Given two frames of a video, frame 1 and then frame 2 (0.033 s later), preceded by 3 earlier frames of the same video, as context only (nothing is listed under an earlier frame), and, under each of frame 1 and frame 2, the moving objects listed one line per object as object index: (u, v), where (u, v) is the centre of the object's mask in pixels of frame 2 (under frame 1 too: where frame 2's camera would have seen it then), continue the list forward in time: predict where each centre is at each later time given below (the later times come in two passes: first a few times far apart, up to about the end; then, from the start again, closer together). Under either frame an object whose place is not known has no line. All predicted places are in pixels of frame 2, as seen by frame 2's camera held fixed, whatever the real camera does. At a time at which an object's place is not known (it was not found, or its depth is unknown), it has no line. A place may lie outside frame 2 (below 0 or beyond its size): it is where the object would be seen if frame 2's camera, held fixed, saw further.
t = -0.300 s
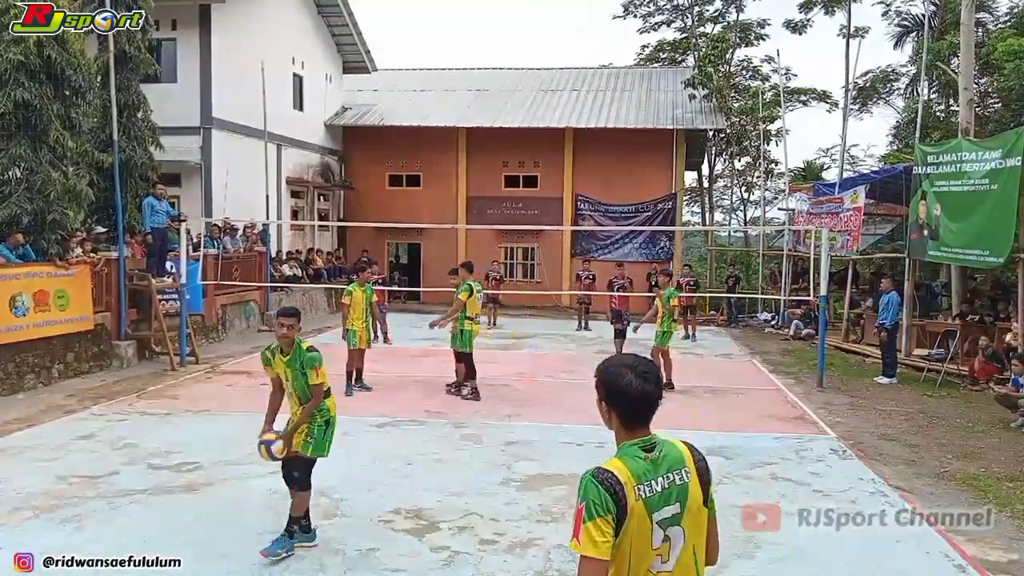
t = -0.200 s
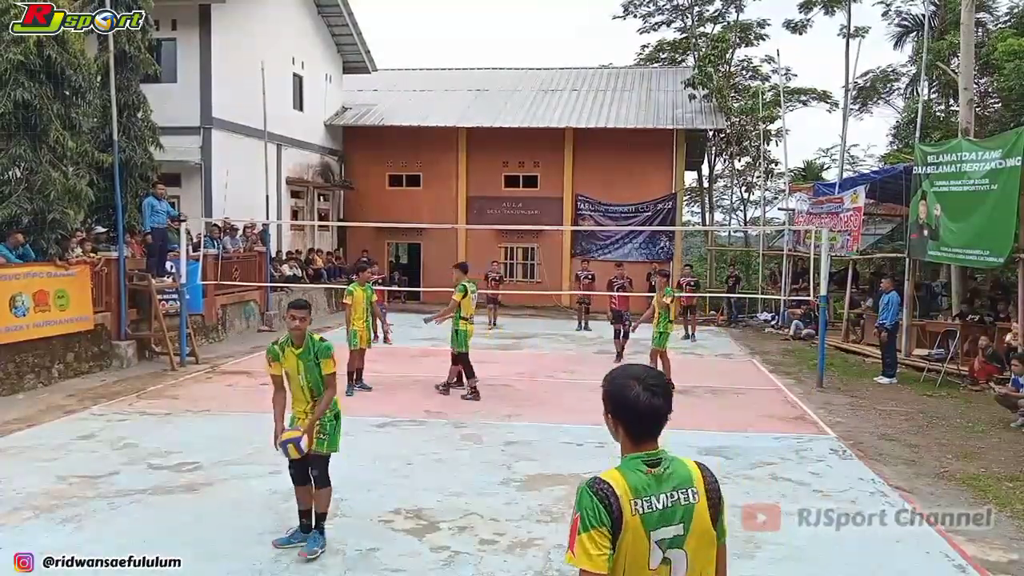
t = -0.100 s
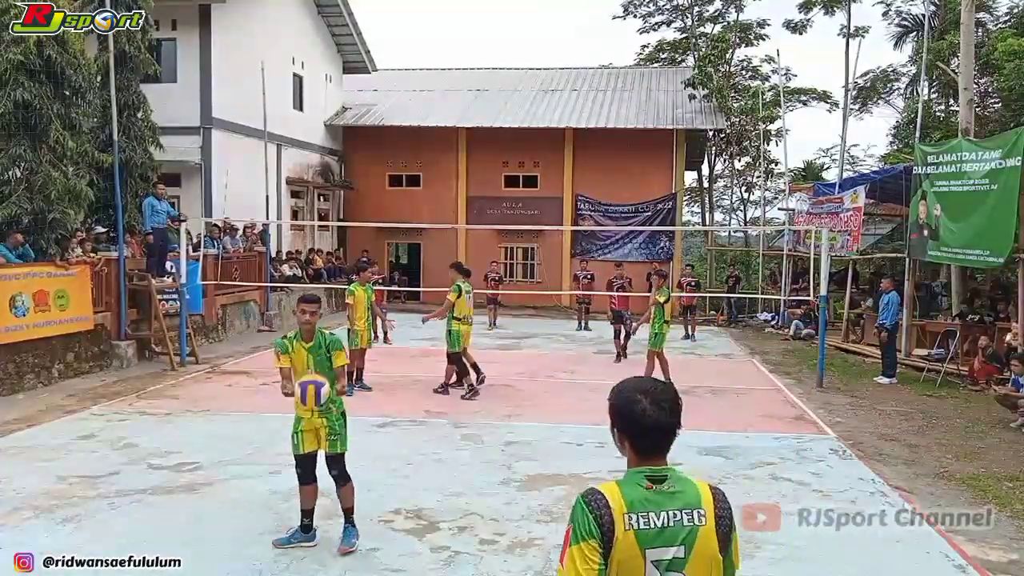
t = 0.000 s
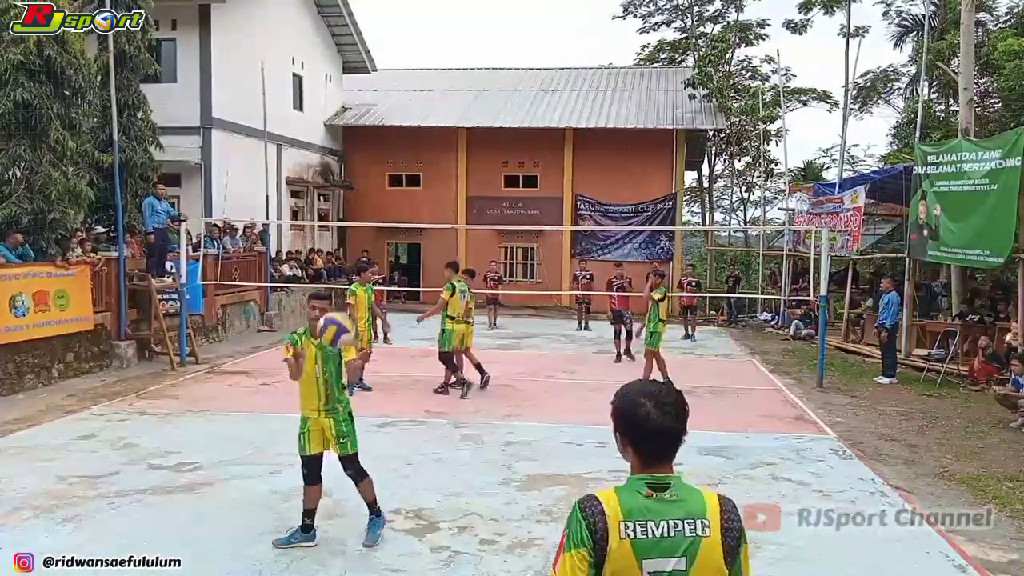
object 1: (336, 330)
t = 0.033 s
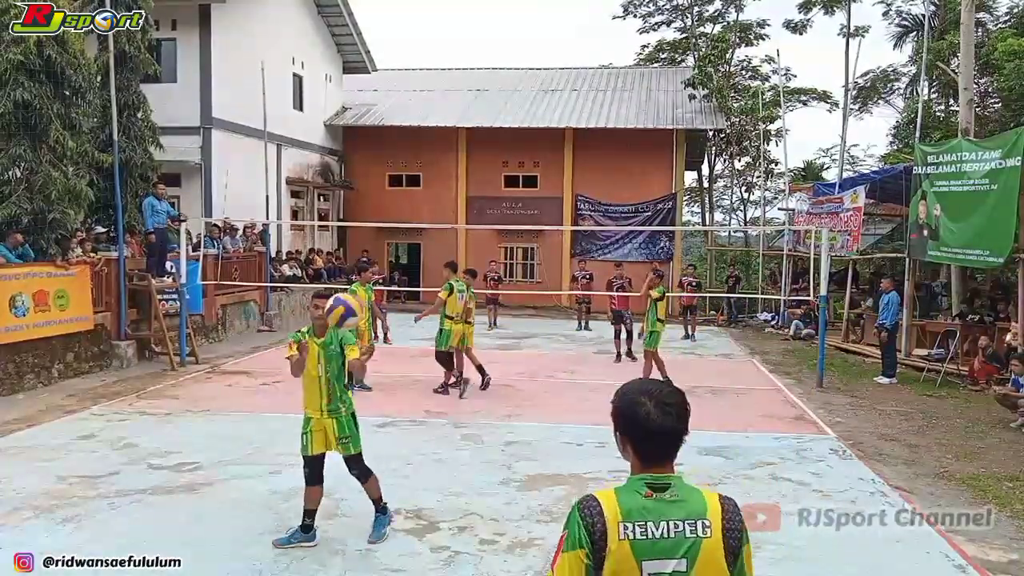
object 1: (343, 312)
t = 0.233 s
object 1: (409, 223)
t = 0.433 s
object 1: (506, 199)
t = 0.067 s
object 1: (352, 293)
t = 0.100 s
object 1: (363, 276)
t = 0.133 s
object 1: (373, 261)
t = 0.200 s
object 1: (396, 234)
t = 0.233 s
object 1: (409, 223)
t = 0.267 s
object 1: (423, 213)
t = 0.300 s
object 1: (437, 206)
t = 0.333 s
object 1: (453, 200)
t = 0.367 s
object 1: (470, 197)
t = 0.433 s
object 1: (506, 199)
